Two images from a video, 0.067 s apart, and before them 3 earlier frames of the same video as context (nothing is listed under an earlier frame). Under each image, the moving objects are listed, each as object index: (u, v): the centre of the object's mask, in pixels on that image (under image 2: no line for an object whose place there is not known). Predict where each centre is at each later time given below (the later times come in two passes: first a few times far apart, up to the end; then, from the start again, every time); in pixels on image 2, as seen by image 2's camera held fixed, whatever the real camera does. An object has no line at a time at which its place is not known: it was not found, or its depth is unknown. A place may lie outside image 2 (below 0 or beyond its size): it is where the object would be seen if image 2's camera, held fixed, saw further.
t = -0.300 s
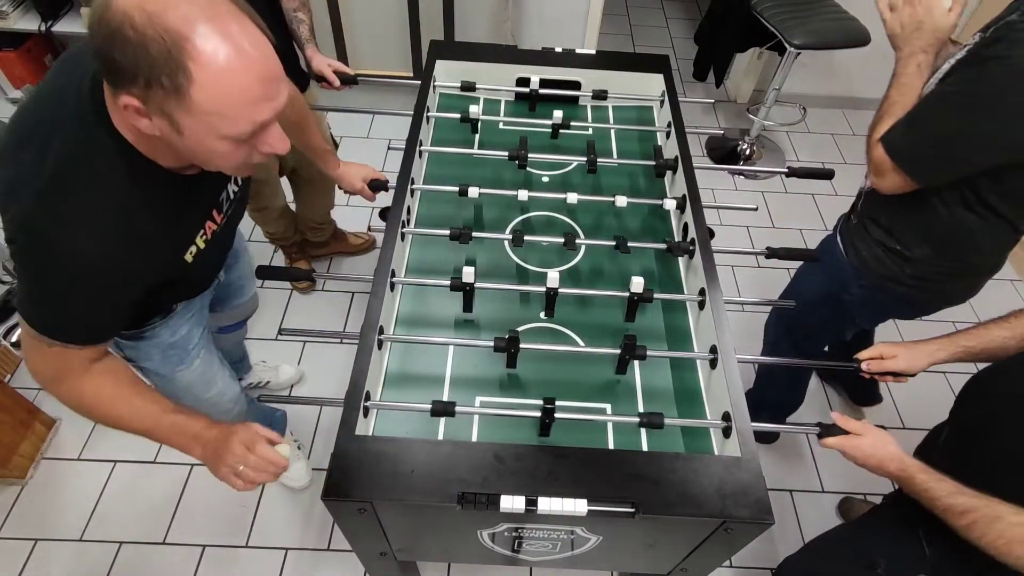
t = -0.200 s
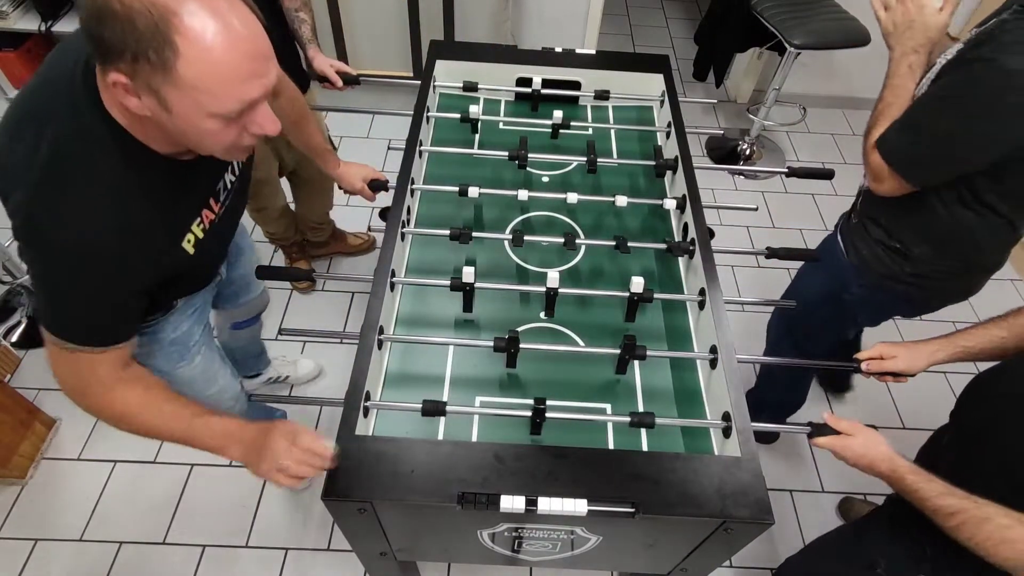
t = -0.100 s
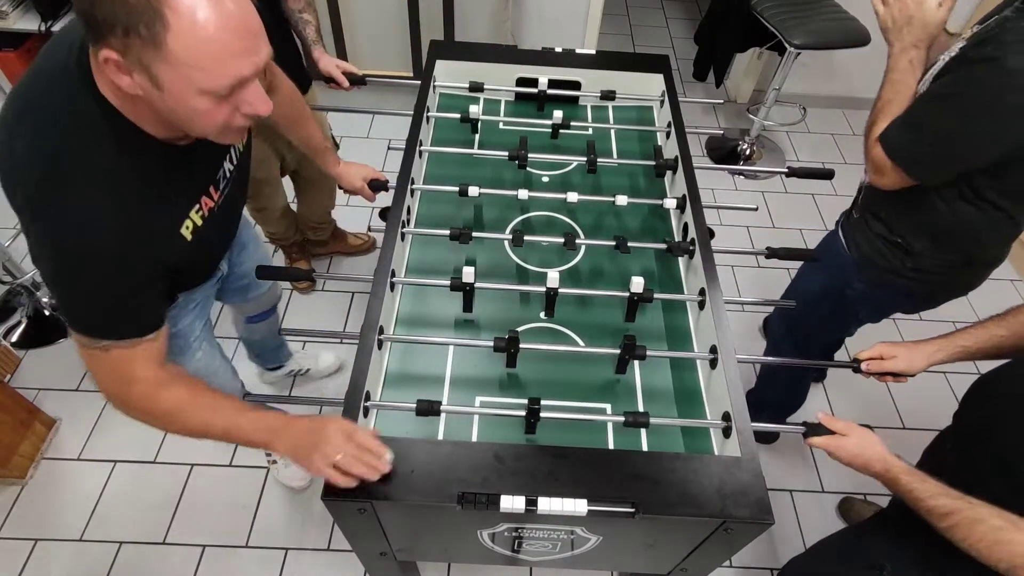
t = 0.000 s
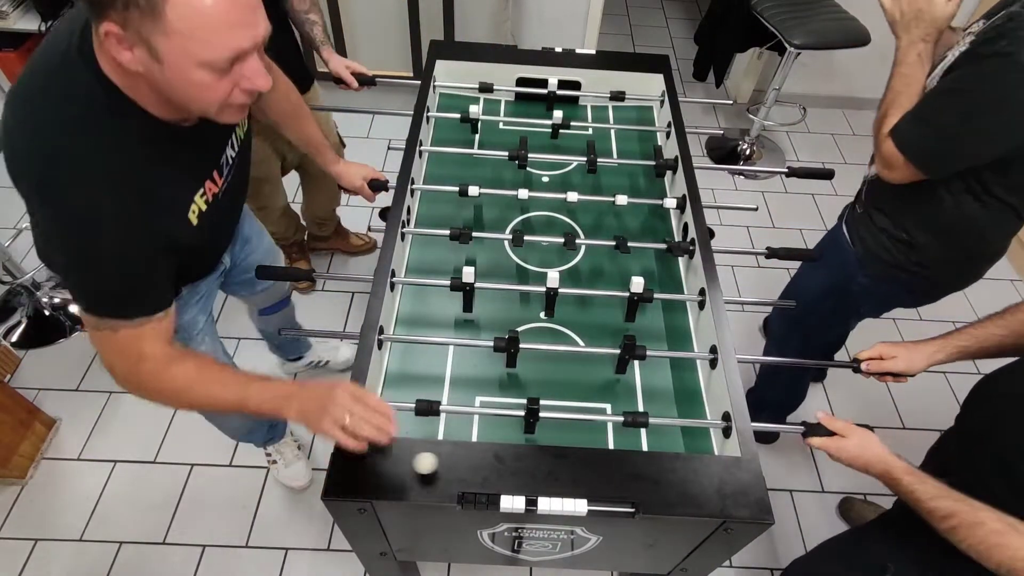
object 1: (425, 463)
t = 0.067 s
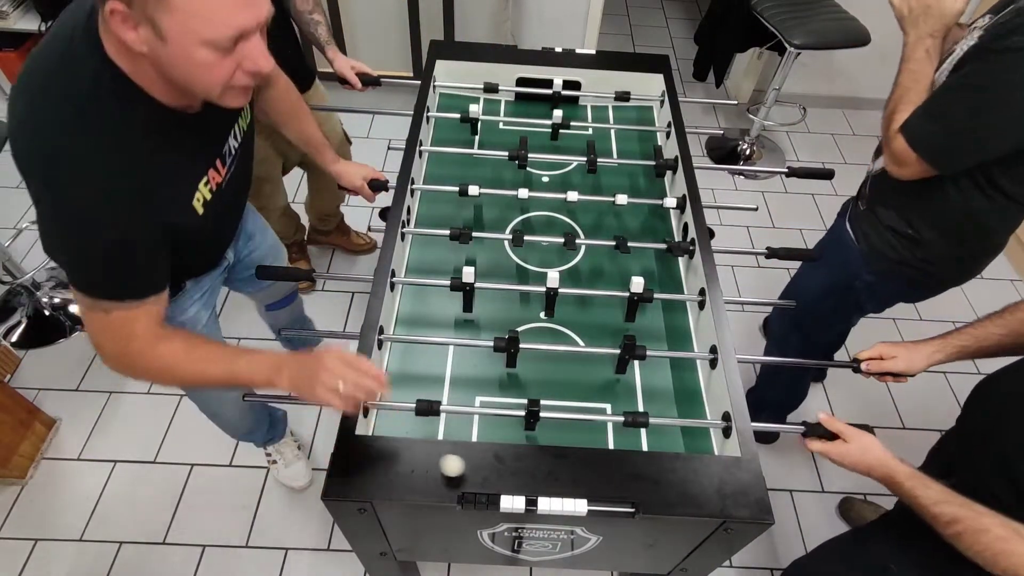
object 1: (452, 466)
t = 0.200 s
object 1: (508, 472)
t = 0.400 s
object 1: (590, 480)
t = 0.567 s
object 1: (658, 488)
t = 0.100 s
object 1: (467, 467)
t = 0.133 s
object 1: (479, 469)
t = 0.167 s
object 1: (493, 470)
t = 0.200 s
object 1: (508, 472)
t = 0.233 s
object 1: (521, 473)
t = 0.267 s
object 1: (535, 474)
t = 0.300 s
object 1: (549, 476)
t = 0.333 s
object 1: (562, 477)
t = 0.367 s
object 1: (576, 479)
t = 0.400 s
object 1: (590, 480)
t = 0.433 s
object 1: (603, 482)
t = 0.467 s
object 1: (617, 483)
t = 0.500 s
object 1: (631, 485)
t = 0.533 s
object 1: (644, 487)
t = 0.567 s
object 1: (658, 488)
